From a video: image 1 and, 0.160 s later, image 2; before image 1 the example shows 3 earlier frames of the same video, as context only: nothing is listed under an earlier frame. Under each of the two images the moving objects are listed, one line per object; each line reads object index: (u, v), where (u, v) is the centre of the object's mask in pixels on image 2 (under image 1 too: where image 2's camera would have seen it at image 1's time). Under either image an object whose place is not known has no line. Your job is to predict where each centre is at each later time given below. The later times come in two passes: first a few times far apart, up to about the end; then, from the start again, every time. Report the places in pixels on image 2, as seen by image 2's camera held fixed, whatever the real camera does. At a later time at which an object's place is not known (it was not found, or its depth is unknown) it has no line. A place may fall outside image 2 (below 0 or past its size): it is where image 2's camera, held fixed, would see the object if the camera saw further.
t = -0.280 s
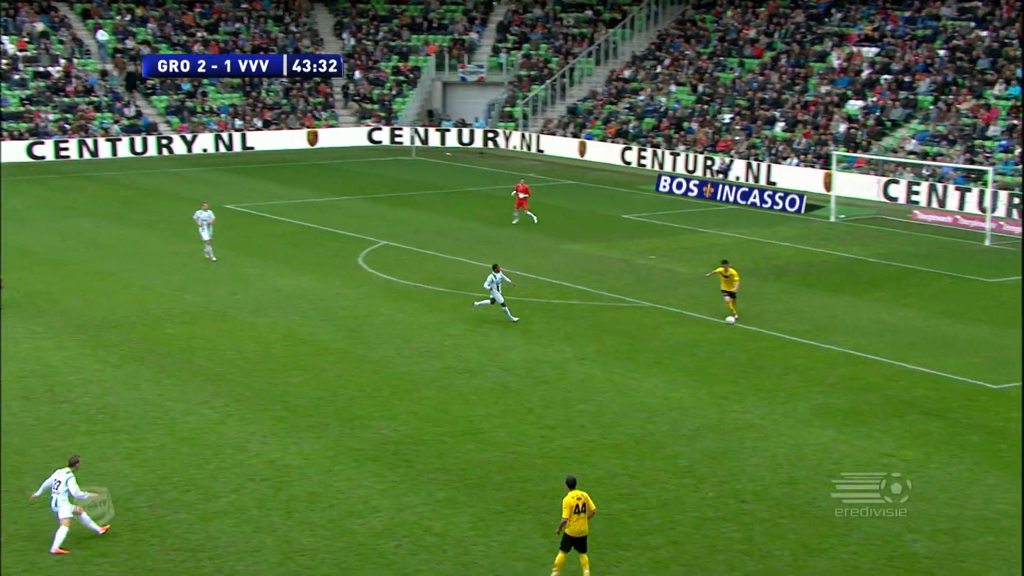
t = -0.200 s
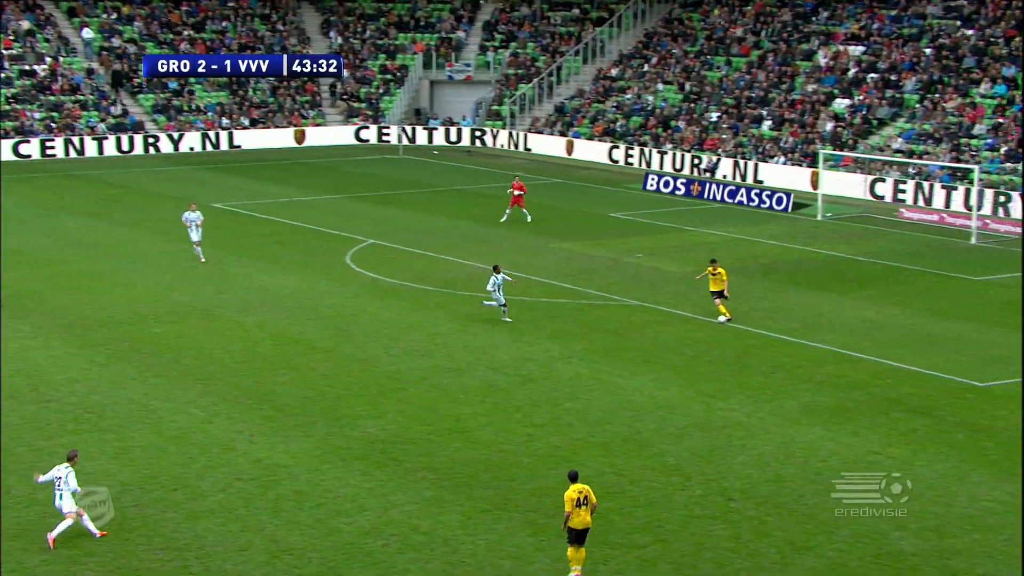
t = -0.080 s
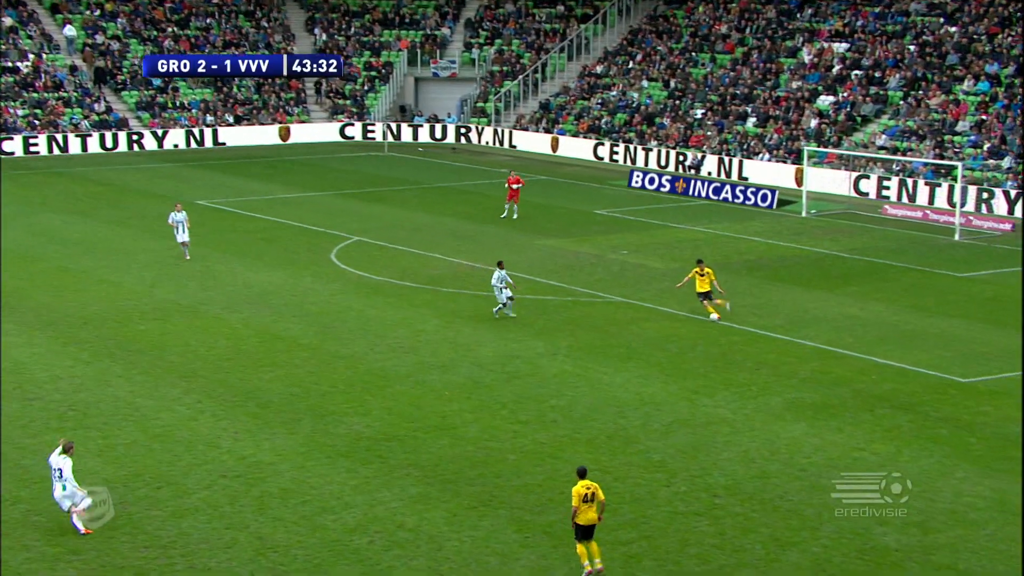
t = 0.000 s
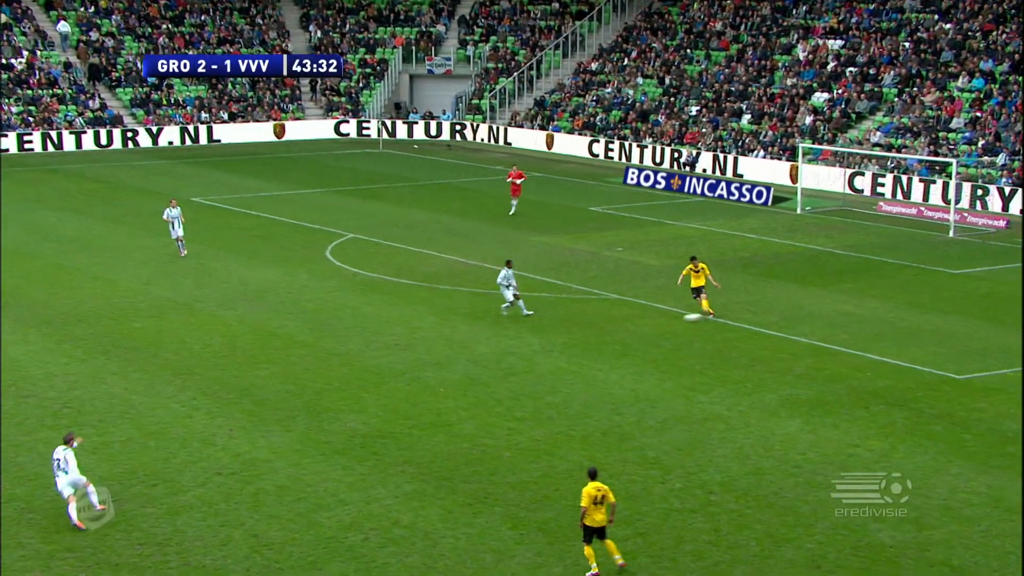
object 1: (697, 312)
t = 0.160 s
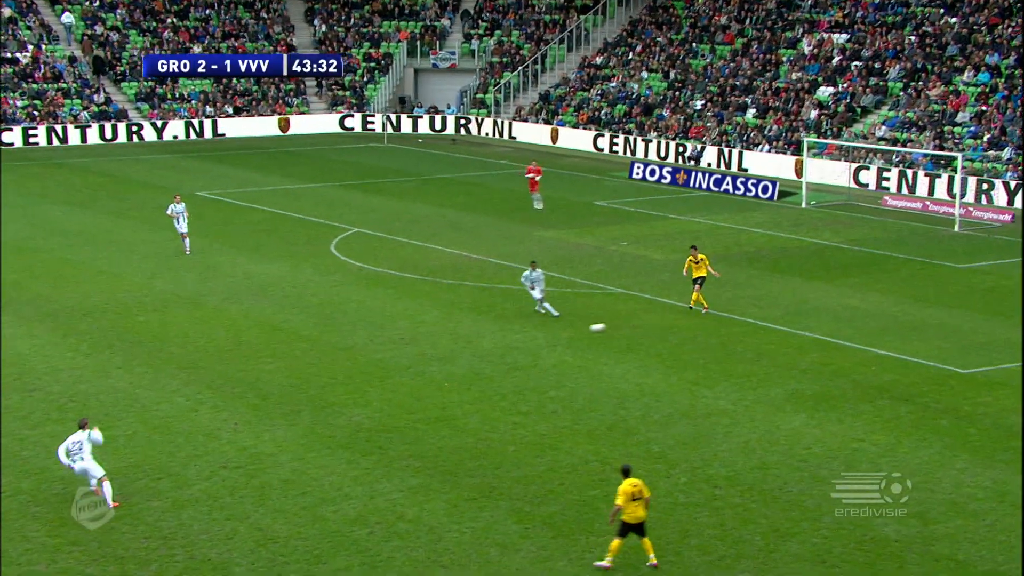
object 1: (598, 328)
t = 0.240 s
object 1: (548, 335)
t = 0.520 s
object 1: (380, 363)
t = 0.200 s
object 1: (573, 332)
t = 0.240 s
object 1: (548, 335)
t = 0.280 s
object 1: (524, 339)
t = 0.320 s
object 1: (500, 343)
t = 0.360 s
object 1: (476, 347)
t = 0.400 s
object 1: (451, 351)
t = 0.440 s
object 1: (428, 354)
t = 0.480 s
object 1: (404, 358)
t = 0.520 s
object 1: (380, 363)
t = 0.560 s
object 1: (357, 366)
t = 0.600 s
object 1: (333, 369)
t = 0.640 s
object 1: (309, 373)
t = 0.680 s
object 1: (286, 378)
